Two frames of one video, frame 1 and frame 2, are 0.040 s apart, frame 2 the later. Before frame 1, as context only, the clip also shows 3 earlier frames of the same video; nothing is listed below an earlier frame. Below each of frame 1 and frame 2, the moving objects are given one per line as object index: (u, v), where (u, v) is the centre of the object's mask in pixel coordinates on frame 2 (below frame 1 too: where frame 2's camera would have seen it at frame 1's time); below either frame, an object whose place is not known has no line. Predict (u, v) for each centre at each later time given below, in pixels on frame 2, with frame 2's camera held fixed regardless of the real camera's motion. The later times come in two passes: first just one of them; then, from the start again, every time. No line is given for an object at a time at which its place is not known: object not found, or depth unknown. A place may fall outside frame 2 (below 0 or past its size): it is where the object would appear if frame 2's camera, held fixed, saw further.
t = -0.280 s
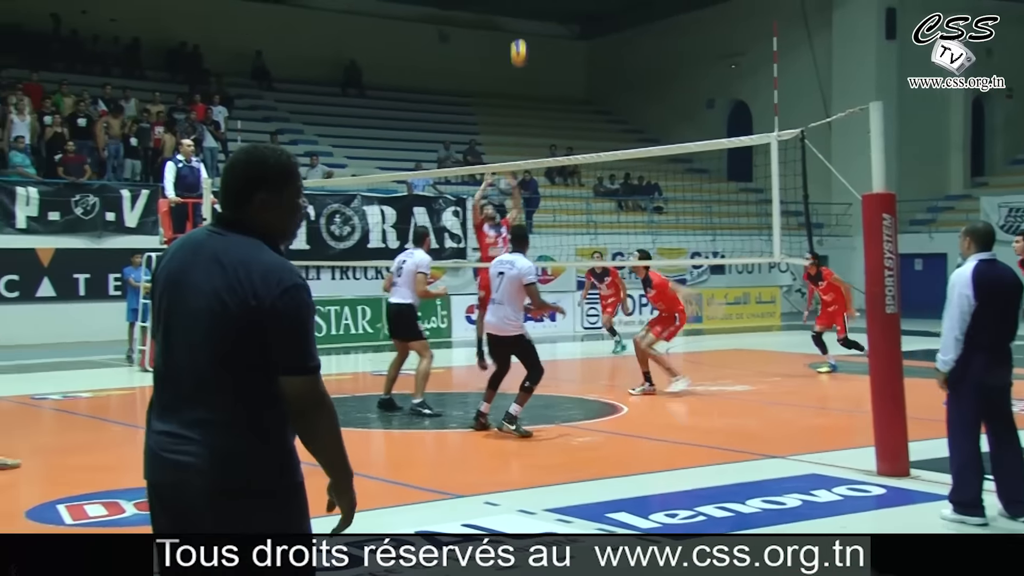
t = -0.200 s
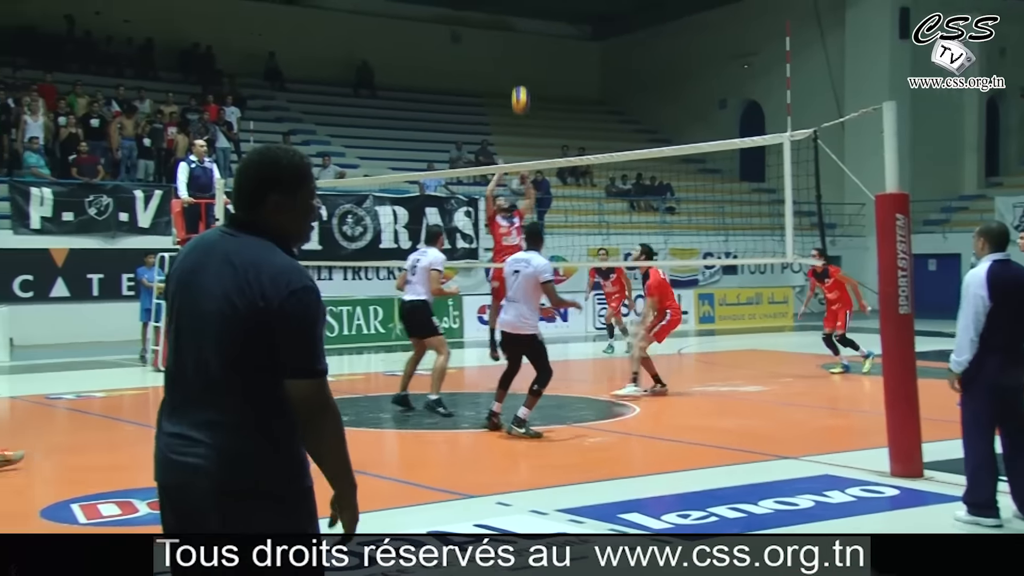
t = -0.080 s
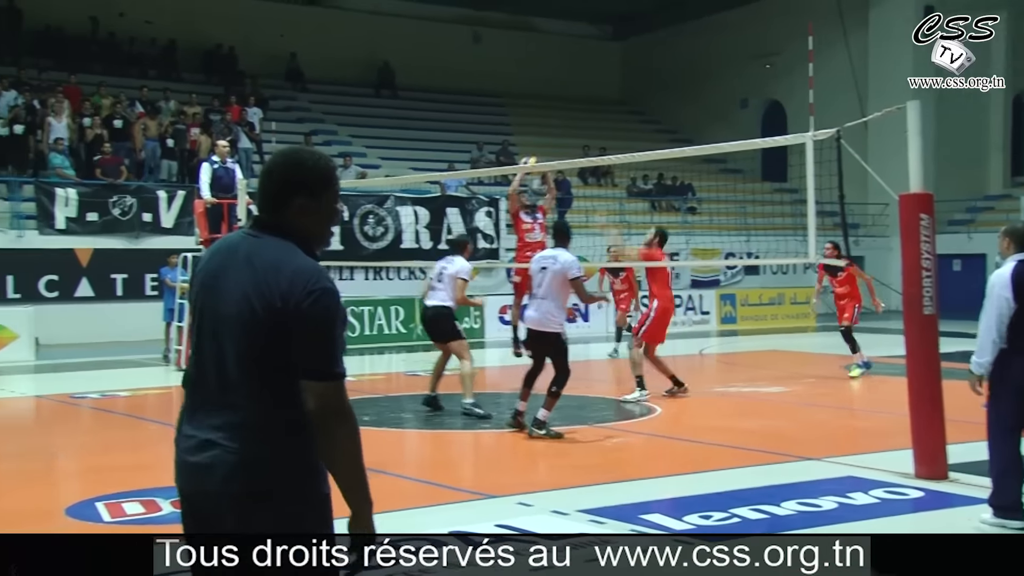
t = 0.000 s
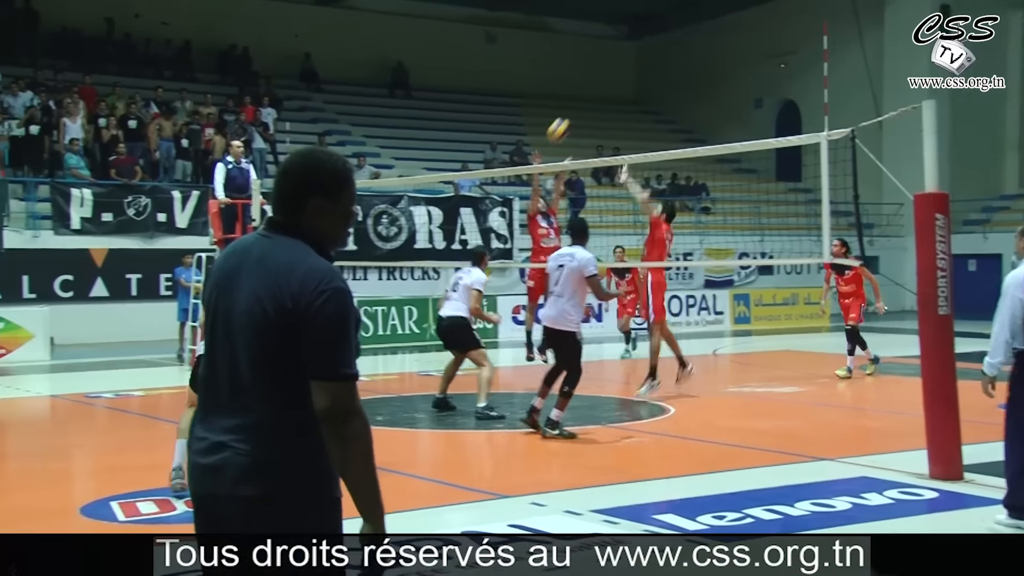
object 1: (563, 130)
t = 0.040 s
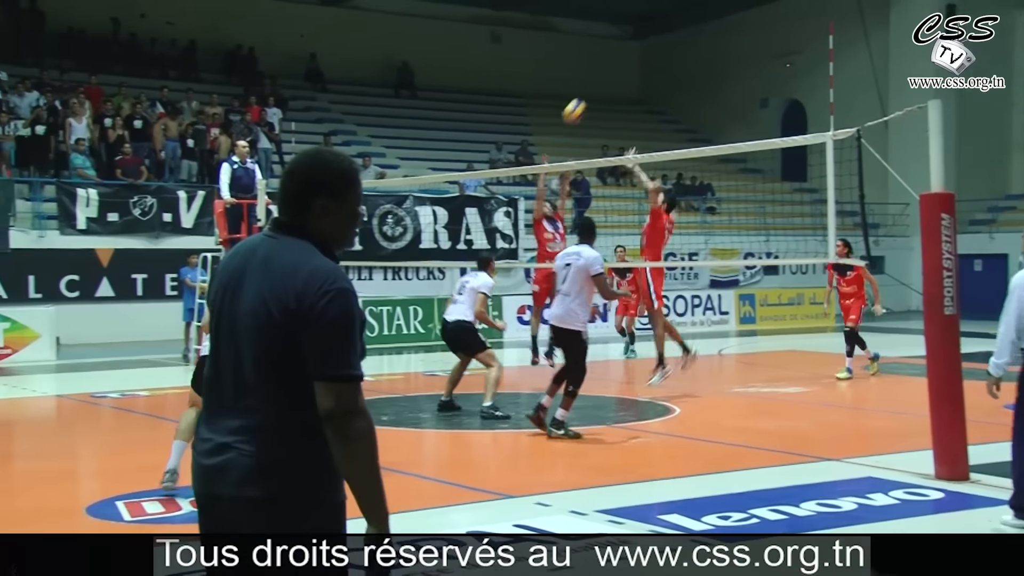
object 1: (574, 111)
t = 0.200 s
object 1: (618, 48)
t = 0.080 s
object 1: (585, 93)
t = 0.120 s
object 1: (596, 77)
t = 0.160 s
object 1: (607, 62)
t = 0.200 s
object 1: (618, 48)
